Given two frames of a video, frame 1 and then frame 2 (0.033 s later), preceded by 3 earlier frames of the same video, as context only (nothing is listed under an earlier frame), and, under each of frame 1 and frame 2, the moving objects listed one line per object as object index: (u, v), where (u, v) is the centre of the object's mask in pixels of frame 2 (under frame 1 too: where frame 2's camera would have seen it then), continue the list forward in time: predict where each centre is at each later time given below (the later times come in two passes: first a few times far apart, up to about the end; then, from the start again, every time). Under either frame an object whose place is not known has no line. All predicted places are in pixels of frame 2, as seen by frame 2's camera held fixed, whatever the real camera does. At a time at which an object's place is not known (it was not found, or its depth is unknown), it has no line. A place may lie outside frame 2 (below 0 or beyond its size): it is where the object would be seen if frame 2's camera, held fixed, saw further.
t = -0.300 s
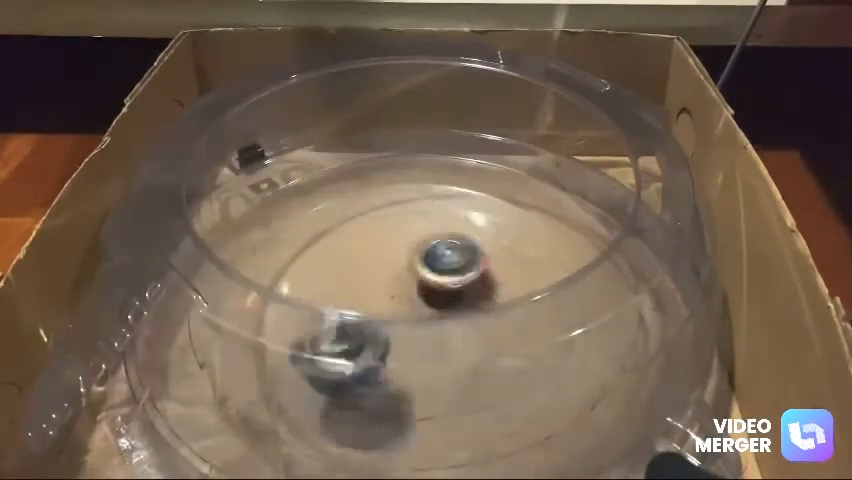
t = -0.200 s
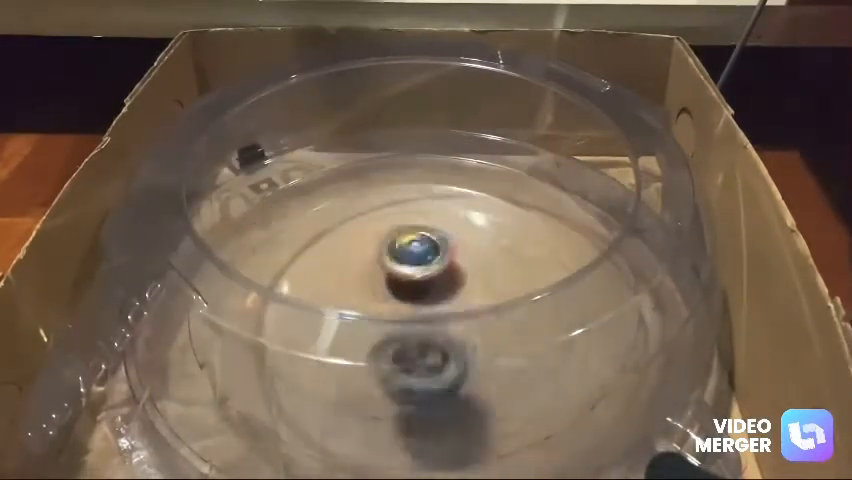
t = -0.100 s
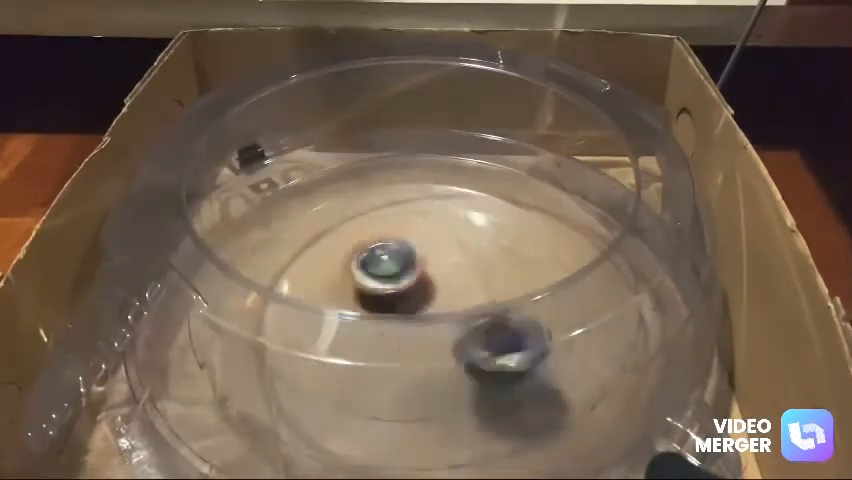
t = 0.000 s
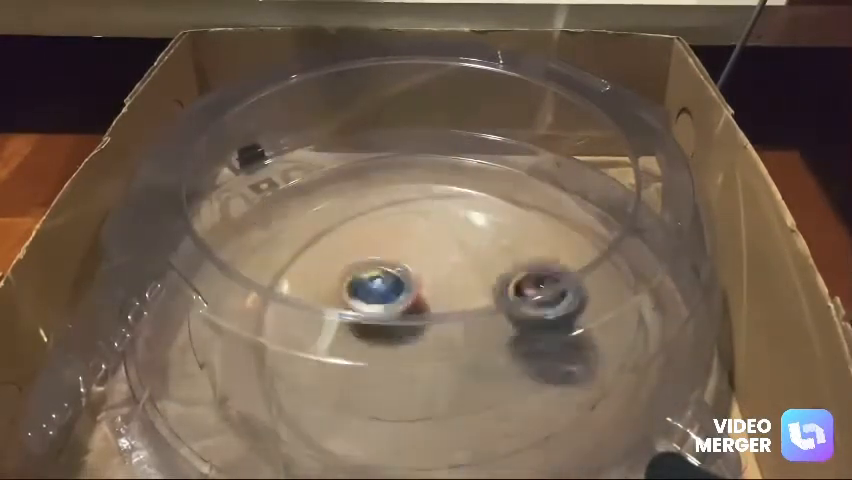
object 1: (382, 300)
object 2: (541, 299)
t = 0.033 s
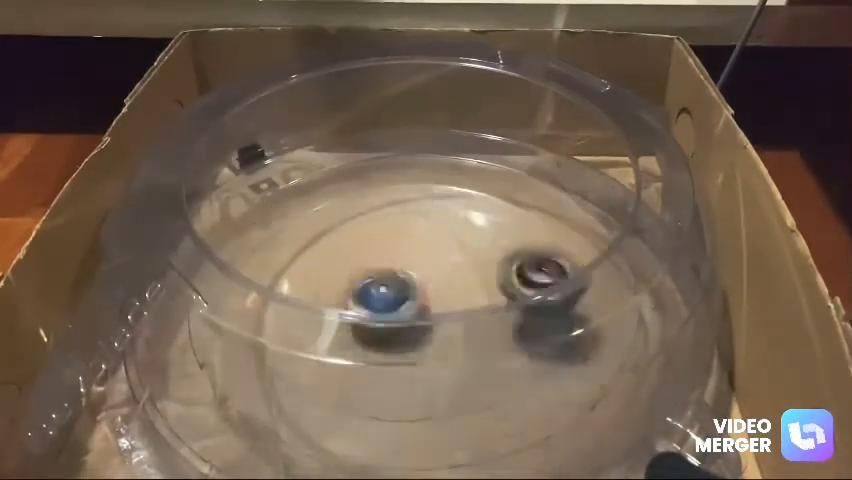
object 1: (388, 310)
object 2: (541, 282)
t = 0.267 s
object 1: (461, 313)
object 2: (453, 197)
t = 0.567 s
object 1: (404, 274)
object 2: (298, 242)
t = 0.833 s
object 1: (422, 315)
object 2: (370, 345)
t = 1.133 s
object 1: (432, 274)
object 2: (520, 287)
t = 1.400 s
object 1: (389, 310)
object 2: (441, 206)
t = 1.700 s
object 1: (453, 293)
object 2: (312, 248)
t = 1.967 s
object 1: (385, 278)
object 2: (409, 333)
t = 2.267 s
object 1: (437, 316)
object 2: (517, 258)
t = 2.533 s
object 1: (418, 278)
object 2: (416, 195)
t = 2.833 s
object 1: (409, 318)
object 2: (323, 270)
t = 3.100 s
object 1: (439, 277)
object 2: (431, 335)
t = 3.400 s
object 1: (387, 299)
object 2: (504, 253)
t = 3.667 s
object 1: (446, 304)
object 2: (384, 220)
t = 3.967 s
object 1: (402, 277)
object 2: (321, 293)
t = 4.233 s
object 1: (411, 299)
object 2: (470, 336)
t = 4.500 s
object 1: (433, 276)
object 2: (523, 259)
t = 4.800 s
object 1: (370, 301)
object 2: (422, 222)
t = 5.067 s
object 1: (427, 314)
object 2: (324, 275)
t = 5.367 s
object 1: (424, 267)
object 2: (421, 329)
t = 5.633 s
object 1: (399, 298)
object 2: (473, 242)
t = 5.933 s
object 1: (449, 298)
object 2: (373, 227)
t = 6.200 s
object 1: (425, 275)
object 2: (374, 315)
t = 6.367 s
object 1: (411, 286)
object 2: (439, 335)
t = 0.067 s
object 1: (396, 318)
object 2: (538, 265)
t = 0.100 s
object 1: (405, 323)
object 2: (531, 248)
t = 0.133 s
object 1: (417, 325)
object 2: (521, 234)
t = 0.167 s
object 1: (430, 324)
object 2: (506, 221)
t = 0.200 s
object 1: (441, 323)
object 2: (490, 212)
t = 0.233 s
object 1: (452, 319)
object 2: (473, 204)
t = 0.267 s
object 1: (461, 313)
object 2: (453, 197)
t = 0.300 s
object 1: (465, 305)
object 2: (432, 194)
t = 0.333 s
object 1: (465, 296)
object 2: (412, 191)
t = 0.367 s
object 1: (462, 288)
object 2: (389, 190)
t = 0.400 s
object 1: (456, 278)
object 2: (367, 193)
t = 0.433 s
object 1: (449, 274)
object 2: (346, 199)
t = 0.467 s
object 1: (440, 271)
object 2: (329, 208)
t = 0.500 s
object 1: (427, 270)
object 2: (316, 218)
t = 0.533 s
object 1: (415, 271)
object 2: (305, 230)
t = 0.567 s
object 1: (404, 274)
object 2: (298, 242)
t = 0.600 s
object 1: (394, 278)
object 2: (294, 258)
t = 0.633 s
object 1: (386, 281)
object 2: (297, 270)
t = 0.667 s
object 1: (384, 284)
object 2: (300, 287)
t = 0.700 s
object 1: (384, 288)
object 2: (307, 300)
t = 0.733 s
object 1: (389, 293)
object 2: (317, 318)
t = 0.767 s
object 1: (401, 311)
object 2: (331, 327)
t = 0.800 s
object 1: (411, 318)
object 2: (349, 334)
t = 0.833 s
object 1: (422, 315)
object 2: (370, 345)
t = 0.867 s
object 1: (434, 312)
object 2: (390, 350)
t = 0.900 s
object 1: (442, 309)
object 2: (411, 351)
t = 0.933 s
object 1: (449, 300)
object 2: (437, 358)
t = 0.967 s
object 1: (451, 288)
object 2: (460, 350)
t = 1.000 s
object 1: (453, 284)
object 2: (475, 336)
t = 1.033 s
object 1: (450, 281)
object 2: (495, 326)
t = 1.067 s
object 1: (445, 278)
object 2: (509, 324)
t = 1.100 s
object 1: (442, 277)
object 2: (520, 304)
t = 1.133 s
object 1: (432, 274)
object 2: (520, 287)
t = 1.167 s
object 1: (421, 273)
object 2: (519, 271)
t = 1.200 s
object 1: (411, 274)
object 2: (516, 262)
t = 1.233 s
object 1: (401, 275)
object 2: (509, 247)
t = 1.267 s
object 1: (393, 279)
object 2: (498, 237)
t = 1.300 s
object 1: (387, 281)
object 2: (487, 228)
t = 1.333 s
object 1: (384, 285)
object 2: (472, 219)
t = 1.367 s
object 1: (386, 303)
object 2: (456, 213)
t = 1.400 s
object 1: (389, 310)
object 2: (441, 206)
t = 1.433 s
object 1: (397, 317)
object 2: (423, 204)
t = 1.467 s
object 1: (405, 321)
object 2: (405, 203)
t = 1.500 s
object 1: (416, 323)
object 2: (389, 203)
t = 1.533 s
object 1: (428, 323)
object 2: (372, 206)
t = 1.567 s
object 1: (438, 322)
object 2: (354, 211)
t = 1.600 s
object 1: (446, 316)
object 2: (340, 218)
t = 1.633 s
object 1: (451, 309)
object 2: (328, 226)
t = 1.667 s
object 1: (454, 301)
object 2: (318, 236)
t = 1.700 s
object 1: (453, 293)
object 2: (312, 248)
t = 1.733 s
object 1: (449, 286)
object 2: (308, 260)
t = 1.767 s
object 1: (442, 278)
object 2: (314, 273)
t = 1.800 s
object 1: (435, 275)
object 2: (317, 286)
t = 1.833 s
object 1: (424, 273)
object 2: (327, 298)
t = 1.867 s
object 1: (414, 273)
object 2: (342, 310)
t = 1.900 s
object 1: (405, 272)
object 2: (362, 321)
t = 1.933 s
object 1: (396, 273)
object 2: (383, 330)
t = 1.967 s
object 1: (385, 278)
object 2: (409, 333)
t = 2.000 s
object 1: (380, 282)
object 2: (427, 330)
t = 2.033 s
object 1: (378, 285)
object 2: (450, 329)
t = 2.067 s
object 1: (382, 303)
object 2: (470, 325)
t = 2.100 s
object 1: (388, 312)
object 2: (485, 312)
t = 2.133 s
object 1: (396, 317)
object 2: (499, 304)
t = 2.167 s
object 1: (406, 321)
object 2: (509, 292)
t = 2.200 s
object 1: (416, 322)
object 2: (515, 280)
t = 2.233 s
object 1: (427, 320)
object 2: (519, 269)
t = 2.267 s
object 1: (437, 316)
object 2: (517, 258)
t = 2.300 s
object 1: (446, 310)
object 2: (513, 245)
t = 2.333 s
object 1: (449, 303)
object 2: (503, 233)
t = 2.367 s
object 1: (451, 296)
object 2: (490, 227)
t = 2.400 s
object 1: (446, 290)
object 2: (478, 218)
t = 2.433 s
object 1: (441, 280)
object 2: (463, 212)
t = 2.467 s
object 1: (435, 279)
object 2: (447, 203)
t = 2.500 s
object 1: (426, 278)
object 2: (432, 199)
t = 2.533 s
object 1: (418, 278)
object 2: (416, 195)
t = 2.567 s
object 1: (409, 278)
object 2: (400, 197)
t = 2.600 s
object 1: (401, 279)
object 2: (385, 197)
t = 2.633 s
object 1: (394, 280)
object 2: (368, 203)
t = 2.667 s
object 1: (389, 283)
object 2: (353, 210)
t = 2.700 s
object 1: (386, 286)
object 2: (341, 218)
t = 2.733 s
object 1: (387, 303)
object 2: (332, 230)
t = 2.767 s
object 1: (391, 310)
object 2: (326, 242)
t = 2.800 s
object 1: (400, 314)
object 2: (322, 254)
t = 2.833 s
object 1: (409, 318)
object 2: (323, 270)
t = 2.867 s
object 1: (419, 318)
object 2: (328, 279)
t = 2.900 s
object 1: (429, 316)
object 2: (337, 286)
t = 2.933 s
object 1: (436, 312)
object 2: (348, 294)
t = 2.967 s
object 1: (442, 307)
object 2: (355, 313)
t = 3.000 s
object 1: (446, 301)
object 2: (373, 320)
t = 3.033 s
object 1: (447, 292)
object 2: (392, 330)
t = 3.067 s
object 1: (444, 280)
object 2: (409, 335)
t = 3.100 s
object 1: (439, 277)
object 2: (431, 335)
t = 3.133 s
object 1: (430, 273)
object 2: (452, 332)
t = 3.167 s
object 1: (423, 273)
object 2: (474, 328)
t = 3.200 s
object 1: (415, 273)
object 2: (489, 324)
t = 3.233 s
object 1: (407, 274)
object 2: (499, 312)
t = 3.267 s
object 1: (398, 277)
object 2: (511, 299)
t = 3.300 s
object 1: (392, 279)
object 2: (516, 287)
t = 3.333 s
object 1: (387, 281)
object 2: (516, 275)
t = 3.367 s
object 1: (386, 292)
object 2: (513, 265)
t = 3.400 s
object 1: (387, 299)
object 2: (504, 253)
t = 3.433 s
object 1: (391, 306)
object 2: (495, 244)
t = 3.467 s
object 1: (396, 311)
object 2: (481, 236)
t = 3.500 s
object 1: (405, 315)
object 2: (467, 229)
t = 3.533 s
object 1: (415, 316)
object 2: (450, 224)
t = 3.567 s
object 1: (425, 315)
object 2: (434, 221)
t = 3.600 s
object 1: (434, 312)
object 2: (417, 220)
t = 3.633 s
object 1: (440, 309)
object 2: (400, 220)
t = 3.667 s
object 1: (446, 304)
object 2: (384, 220)
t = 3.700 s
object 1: (449, 299)
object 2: (368, 223)
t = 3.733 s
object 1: (449, 292)
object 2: (351, 227)
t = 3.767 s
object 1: (446, 286)
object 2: (339, 235)
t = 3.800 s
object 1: (441, 279)
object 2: (327, 241)
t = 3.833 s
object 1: (434, 276)
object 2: (318, 251)
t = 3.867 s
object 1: (426, 274)
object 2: (312, 262)
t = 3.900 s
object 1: (418, 274)
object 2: (312, 270)
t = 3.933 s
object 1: (409, 274)
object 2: (315, 282)
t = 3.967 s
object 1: (402, 277)
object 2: (321, 293)
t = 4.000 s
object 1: (399, 278)
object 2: (332, 303)
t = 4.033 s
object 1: (396, 279)
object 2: (352, 315)
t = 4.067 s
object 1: (394, 279)
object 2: (373, 320)
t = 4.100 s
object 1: (395, 281)
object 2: (387, 329)
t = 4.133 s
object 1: (398, 285)
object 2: (407, 335)
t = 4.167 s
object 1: (404, 287)
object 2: (427, 337)
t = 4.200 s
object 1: (405, 293)
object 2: (448, 336)
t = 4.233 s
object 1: (411, 299)
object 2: (470, 336)
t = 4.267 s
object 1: (419, 301)
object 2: (487, 331)
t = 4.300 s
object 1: (426, 301)
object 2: (502, 330)
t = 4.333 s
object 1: (434, 300)
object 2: (515, 316)
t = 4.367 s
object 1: (443, 299)
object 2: (522, 304)
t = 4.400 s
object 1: (446, 286)
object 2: (526, 289)
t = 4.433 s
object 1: (444, 284)
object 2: (524, 277)
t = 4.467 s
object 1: (444, 281)
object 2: (518, 266)
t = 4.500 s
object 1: (433, 276)
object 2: (523, 259)
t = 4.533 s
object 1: (415, 273)
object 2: (525, 253)
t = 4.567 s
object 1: (402, 270)
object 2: (522, 245)
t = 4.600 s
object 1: (392, 271)
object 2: (516, 237)
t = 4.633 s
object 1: (383, 272)
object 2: (504, 230)
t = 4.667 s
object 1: (378, 276)
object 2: (490, 224)
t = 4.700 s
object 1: (373, 278)
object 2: (475, 221)
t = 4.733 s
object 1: (369, 283)
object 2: (457, 218)
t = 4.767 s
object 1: (367, 285)
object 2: (440, 220)
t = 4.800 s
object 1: (370, 301)
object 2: (422, 222)
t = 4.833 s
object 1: (374, 307)
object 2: (404, 229)
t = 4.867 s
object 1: (379, 311)
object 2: (388, 231)
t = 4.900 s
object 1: (385, 314)
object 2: (373, 237)
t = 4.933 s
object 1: (392, 317)
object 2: (358, 242)
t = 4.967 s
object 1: (401, 320)
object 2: (346, 257)
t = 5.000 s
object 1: (410, 320)
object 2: (336, 259)
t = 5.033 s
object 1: (420, 318)
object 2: (329, 268)
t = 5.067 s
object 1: (427, 314)
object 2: (324, 275)
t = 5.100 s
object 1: (431, 310)
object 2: (322, 280)
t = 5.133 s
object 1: (437, 305)
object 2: (321, 292)
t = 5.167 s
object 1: (440, 299)
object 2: (321, 301)
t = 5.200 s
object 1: (441, 293)
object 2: (332, 313)
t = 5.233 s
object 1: (440, 286)
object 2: (345, 323)
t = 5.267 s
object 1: (438, 279)
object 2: (365, 328)
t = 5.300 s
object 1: (435, 276)
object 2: (382, 330)
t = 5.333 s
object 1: (431, 270)
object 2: (405, 329)
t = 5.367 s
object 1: (424, 267)
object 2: (421, 329)
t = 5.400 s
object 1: (415, 266)
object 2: (439, 319)
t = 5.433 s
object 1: (405, 267)
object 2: (454, 306)
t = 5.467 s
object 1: (400, 272)
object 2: (466, 297)
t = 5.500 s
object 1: (397, 276)
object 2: (474, 287)
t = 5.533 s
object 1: (394, 279)
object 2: (478, 275)
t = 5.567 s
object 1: (394, 282)
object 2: (479, 263)
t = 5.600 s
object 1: (395, 286)
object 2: (477, 252)
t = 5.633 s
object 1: (399, 298)
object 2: (473, 242)
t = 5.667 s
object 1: (402, 301)
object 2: (468, 231)
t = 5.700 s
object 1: (409, 306)
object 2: (461, 221)
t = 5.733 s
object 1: (414, 307)
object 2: (452, 213)
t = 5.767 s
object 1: (423, 309)
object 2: (440, 209)
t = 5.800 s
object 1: (432, 308)
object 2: (427, 207)
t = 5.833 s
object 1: (436, 307)
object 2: (413, 209)
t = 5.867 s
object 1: (441, 305)
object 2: (400, 211)
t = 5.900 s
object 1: (447, 303)
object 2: (386, 217)
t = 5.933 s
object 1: (449, 298)
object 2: (373, 227)
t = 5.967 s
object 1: (450, 294)
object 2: (365, 236)
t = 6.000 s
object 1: (447, 288)
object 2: (360, 248)
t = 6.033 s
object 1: (444, 280)
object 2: (357, 261)
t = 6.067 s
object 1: (436, 280)
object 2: (357, 274)
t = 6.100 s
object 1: (434, 277)
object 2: (360, 283)
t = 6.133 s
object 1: (432, 278)
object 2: (363, 292)
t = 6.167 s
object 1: (428, 276)
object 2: (368, 300)
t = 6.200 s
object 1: (425, 275)
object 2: (374, 315)
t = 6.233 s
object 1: (421, 274)
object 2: (384, 324)
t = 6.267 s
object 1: (416, 276)
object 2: (395, 327)
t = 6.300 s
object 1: (411, 281)
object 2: (411, 333)
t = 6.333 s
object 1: (411, 284)
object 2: (424, 335)
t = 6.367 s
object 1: (411, 286)
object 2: (439, 335)
